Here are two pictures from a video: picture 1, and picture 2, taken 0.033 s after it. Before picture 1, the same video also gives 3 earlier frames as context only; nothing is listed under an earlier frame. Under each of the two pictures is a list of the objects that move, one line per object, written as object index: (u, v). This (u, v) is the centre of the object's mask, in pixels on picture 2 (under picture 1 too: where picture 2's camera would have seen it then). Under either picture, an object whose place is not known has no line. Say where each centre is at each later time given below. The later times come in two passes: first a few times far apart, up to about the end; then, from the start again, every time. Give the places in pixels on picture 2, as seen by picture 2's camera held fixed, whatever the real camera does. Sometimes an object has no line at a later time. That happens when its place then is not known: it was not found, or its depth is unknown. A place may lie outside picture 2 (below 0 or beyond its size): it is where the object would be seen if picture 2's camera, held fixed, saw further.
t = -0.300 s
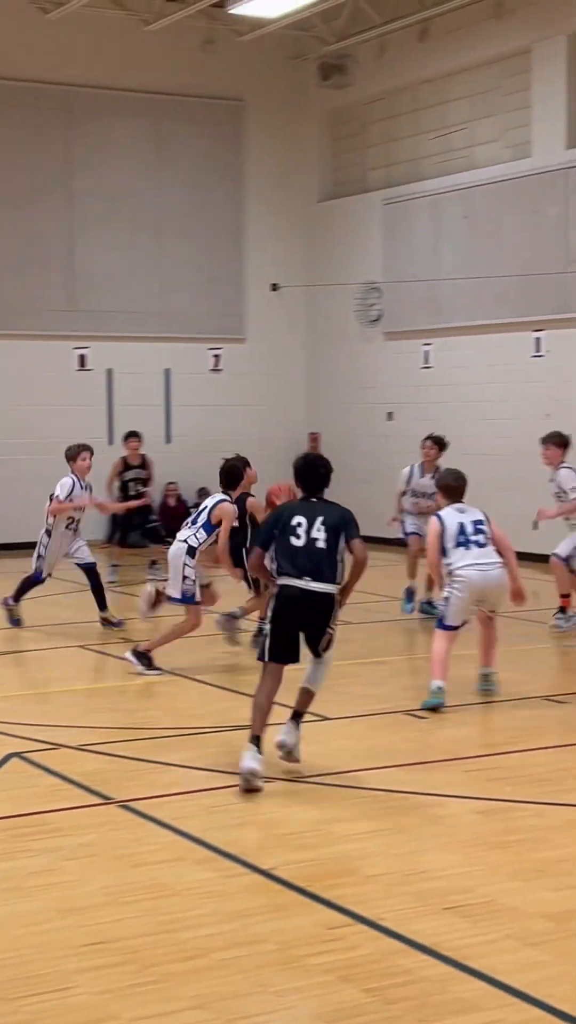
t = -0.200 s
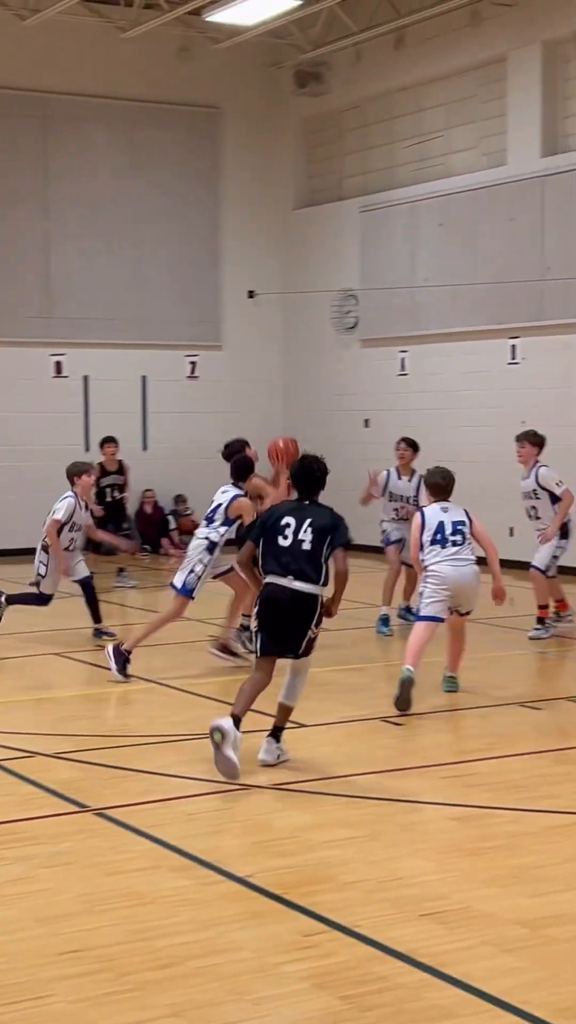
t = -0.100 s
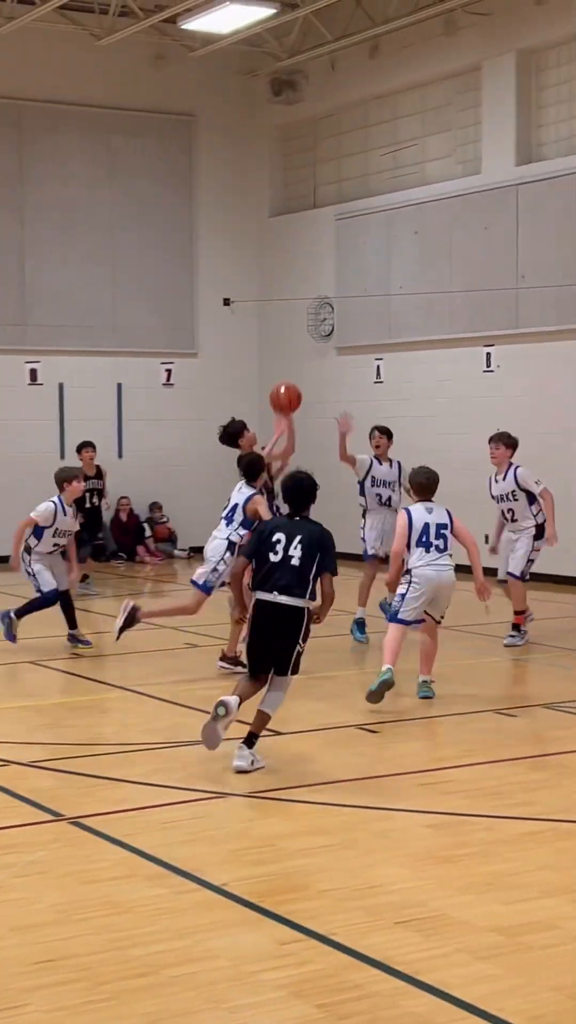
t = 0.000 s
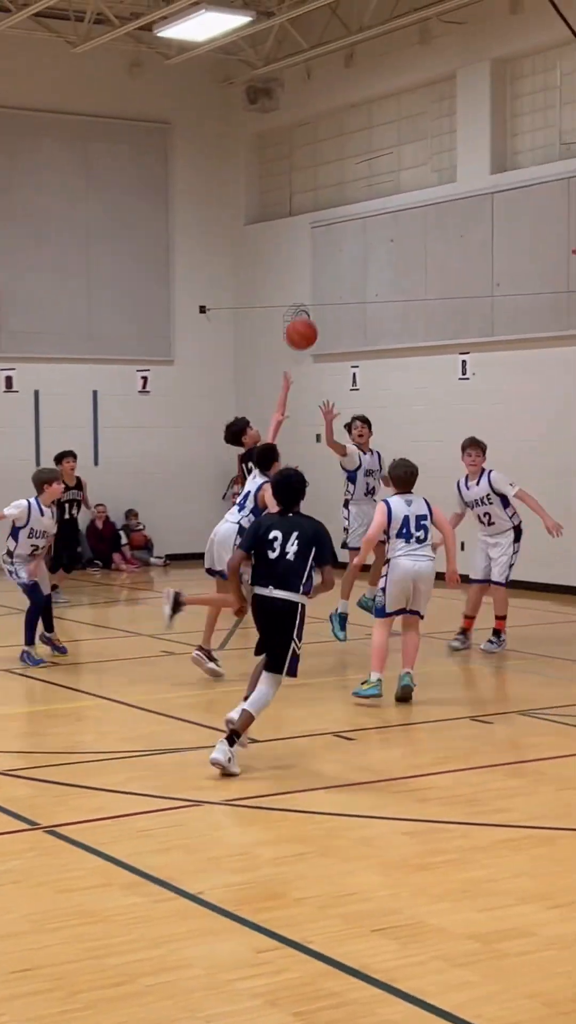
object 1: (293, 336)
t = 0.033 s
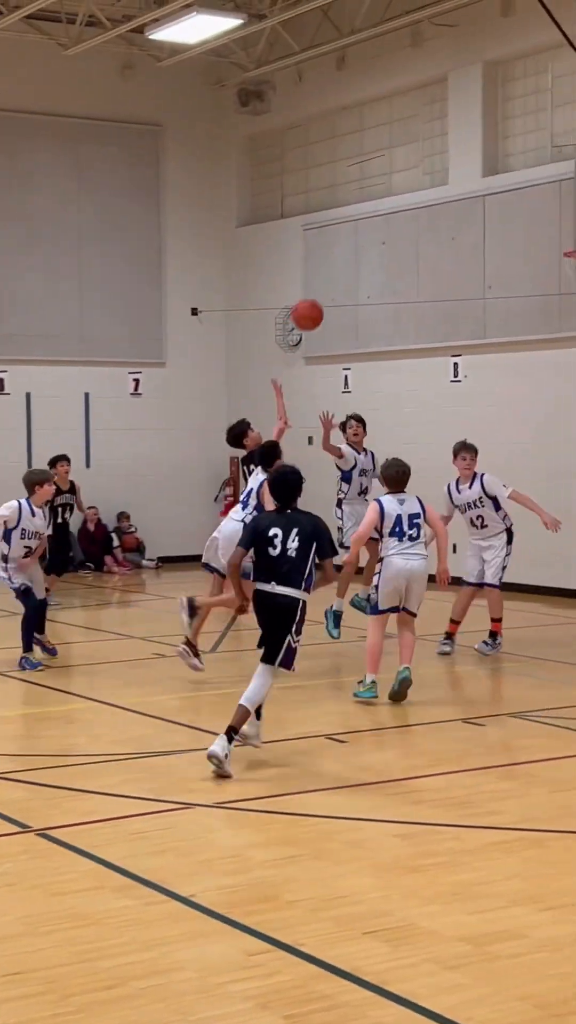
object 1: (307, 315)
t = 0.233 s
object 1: (389, 220)
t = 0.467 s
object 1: (482, 182)
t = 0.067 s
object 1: (321, 295)
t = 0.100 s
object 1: (335, 276)
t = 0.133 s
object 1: (349, 260)
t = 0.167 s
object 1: (363, 245)
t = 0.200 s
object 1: (376, 232)
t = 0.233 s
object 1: (389, 220)
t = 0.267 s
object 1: (403, 210)
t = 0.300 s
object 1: (416, 202)
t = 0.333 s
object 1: (430, 194)
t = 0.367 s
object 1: (443, 189)
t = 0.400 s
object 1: (456, 185)
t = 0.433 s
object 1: (469, 182)
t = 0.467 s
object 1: (482, 182)
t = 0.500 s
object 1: (495, 182)
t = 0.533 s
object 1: (508, 183)
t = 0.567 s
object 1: (522, 186)
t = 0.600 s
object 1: (535, 191)
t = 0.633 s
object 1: (548, 197)
